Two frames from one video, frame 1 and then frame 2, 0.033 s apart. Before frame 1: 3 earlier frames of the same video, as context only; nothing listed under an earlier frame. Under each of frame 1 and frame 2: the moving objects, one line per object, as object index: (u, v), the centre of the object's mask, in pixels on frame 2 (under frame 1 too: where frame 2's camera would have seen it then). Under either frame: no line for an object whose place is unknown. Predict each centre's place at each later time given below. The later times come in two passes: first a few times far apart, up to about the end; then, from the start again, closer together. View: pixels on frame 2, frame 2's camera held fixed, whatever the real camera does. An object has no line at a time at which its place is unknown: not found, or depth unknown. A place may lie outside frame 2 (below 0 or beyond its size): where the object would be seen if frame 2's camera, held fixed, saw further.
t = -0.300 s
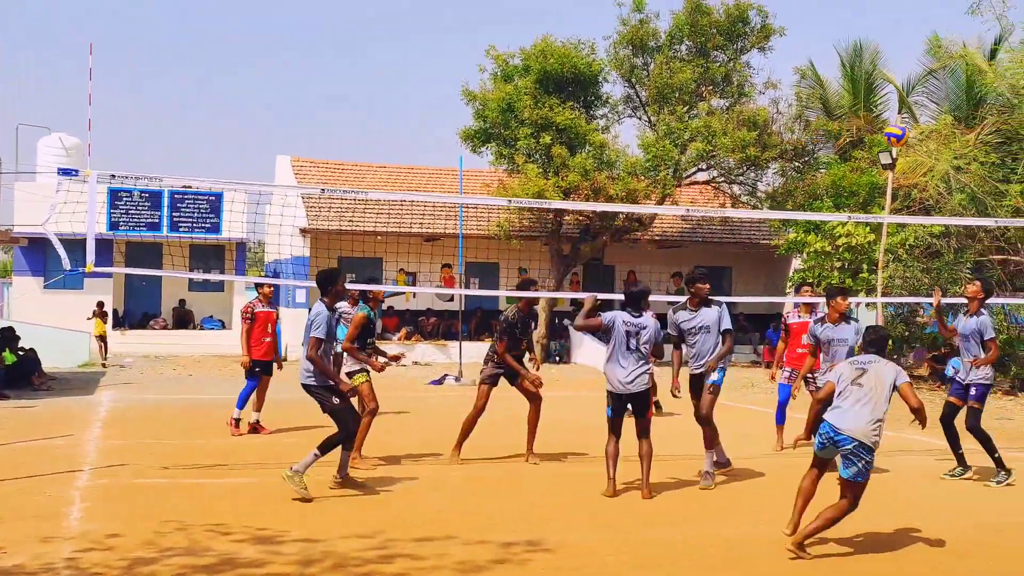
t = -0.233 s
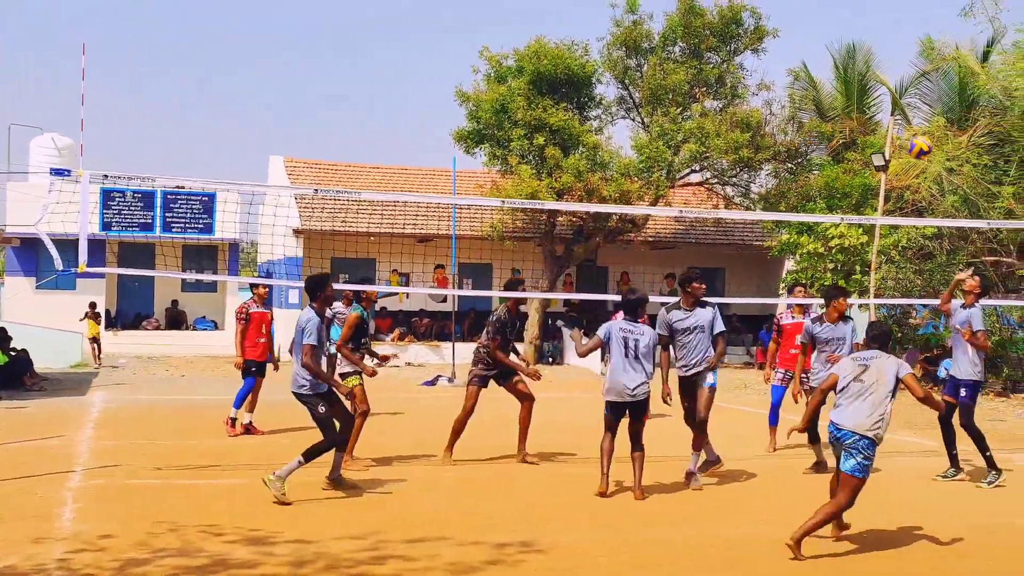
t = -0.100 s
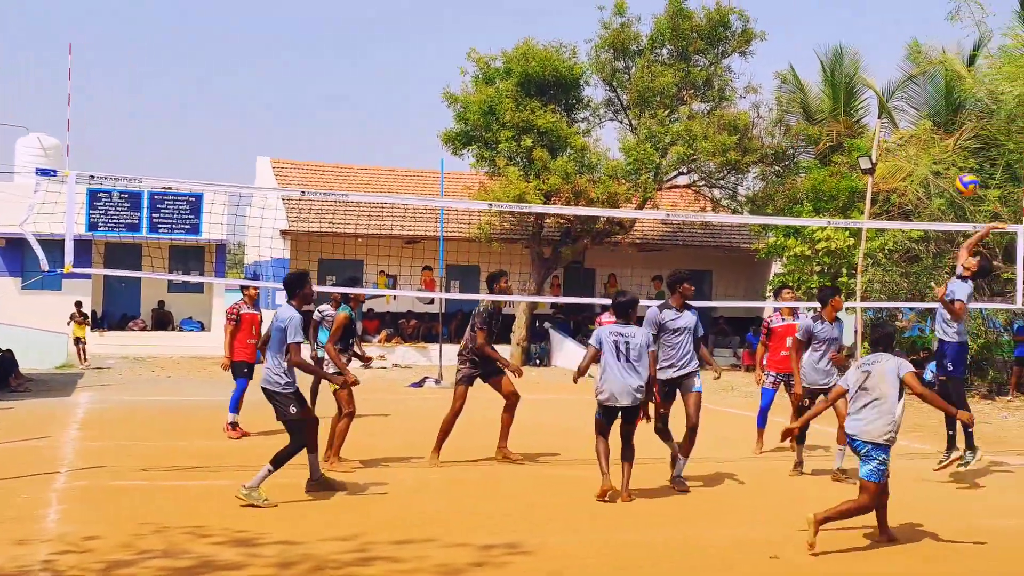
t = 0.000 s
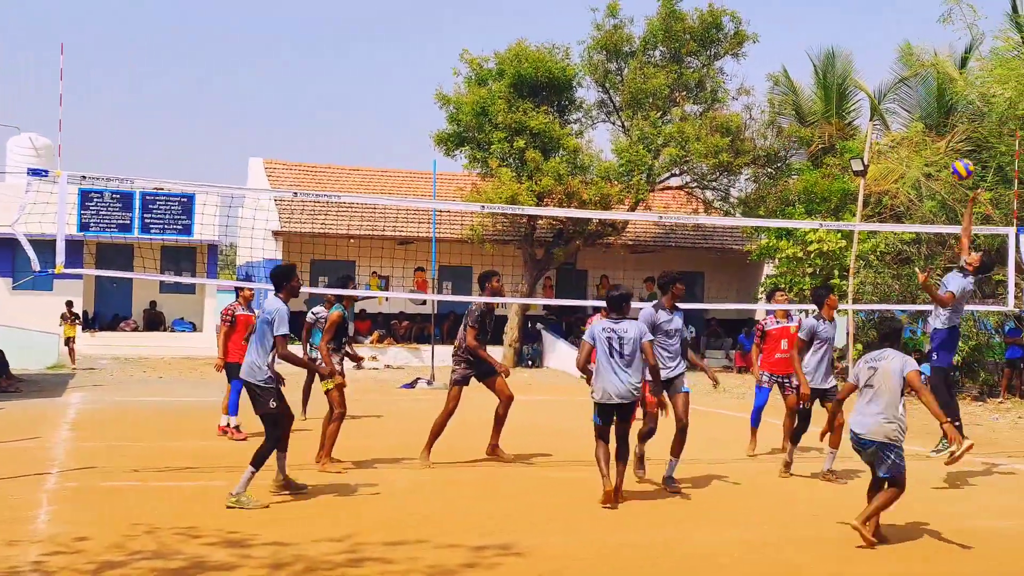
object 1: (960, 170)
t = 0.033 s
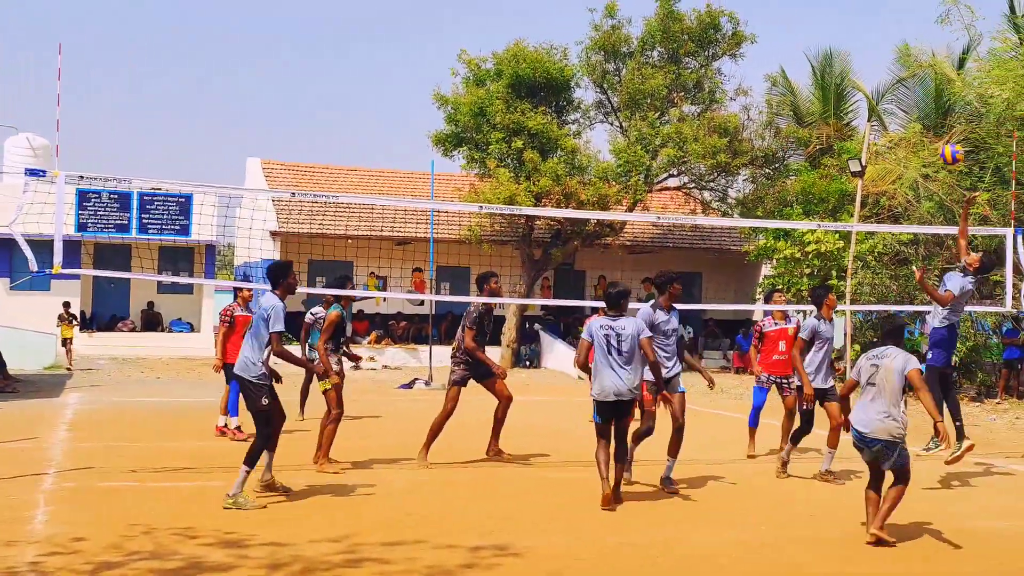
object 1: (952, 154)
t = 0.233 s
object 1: (901, 80)
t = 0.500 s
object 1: (831, 47)
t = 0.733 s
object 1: (768, 86)
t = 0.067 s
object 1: (944, 139)
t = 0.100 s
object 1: (935, 126)
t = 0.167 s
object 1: (918, 100)
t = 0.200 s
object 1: (909, 89)
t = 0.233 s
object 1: (901, 80)
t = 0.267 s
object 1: (893, 71)
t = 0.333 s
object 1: (876, 60)
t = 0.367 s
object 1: (867, 55)
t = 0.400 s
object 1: (858, 52)
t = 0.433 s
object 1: (849, 49)
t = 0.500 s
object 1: (831, 47)
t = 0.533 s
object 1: (823, 50)
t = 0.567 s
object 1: (814, 54)
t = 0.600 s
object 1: (804, 58)
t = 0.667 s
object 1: (786, 68)
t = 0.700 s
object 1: (776, 77)
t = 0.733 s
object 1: (768, 86)
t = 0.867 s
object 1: (734, 133)
